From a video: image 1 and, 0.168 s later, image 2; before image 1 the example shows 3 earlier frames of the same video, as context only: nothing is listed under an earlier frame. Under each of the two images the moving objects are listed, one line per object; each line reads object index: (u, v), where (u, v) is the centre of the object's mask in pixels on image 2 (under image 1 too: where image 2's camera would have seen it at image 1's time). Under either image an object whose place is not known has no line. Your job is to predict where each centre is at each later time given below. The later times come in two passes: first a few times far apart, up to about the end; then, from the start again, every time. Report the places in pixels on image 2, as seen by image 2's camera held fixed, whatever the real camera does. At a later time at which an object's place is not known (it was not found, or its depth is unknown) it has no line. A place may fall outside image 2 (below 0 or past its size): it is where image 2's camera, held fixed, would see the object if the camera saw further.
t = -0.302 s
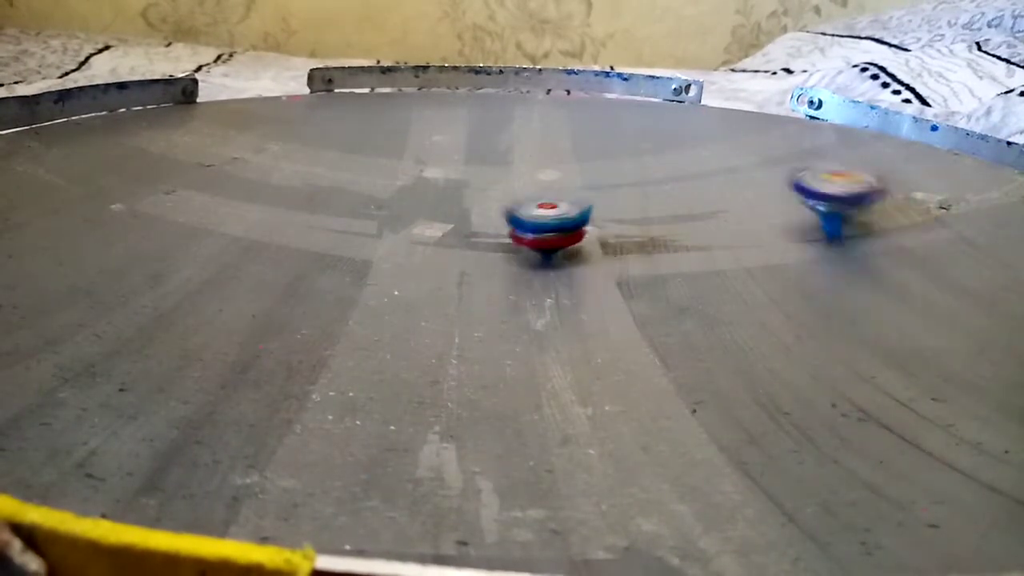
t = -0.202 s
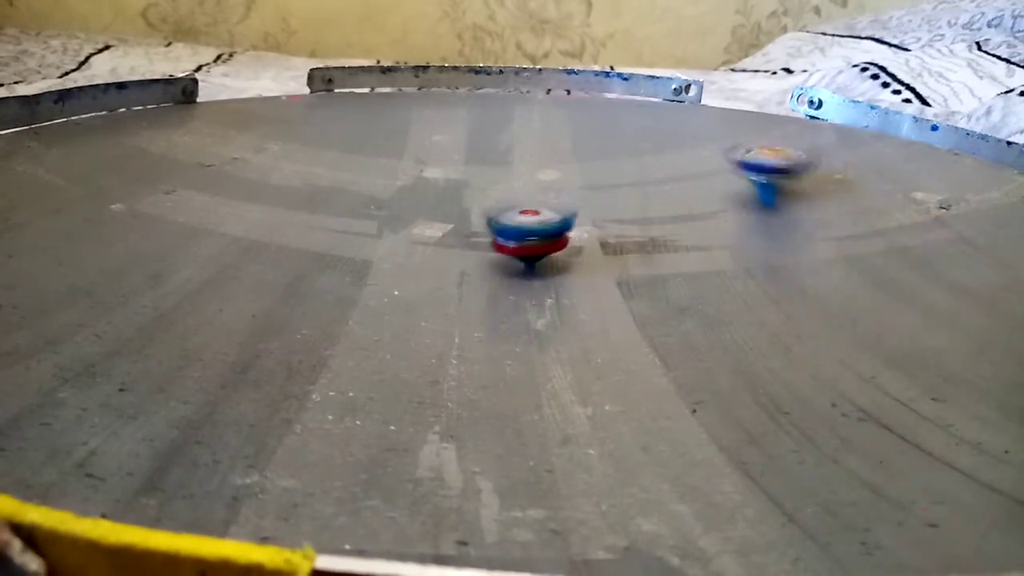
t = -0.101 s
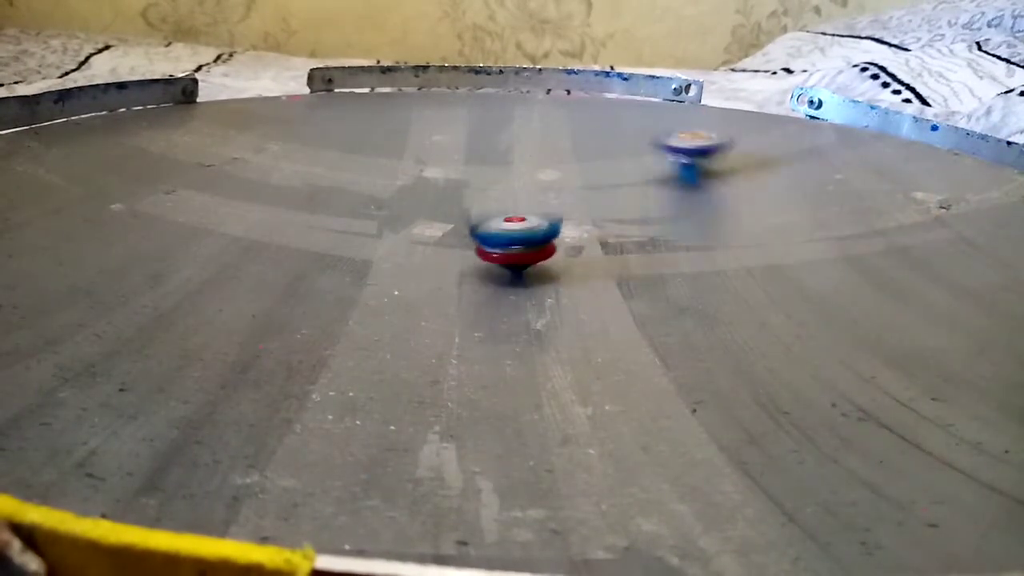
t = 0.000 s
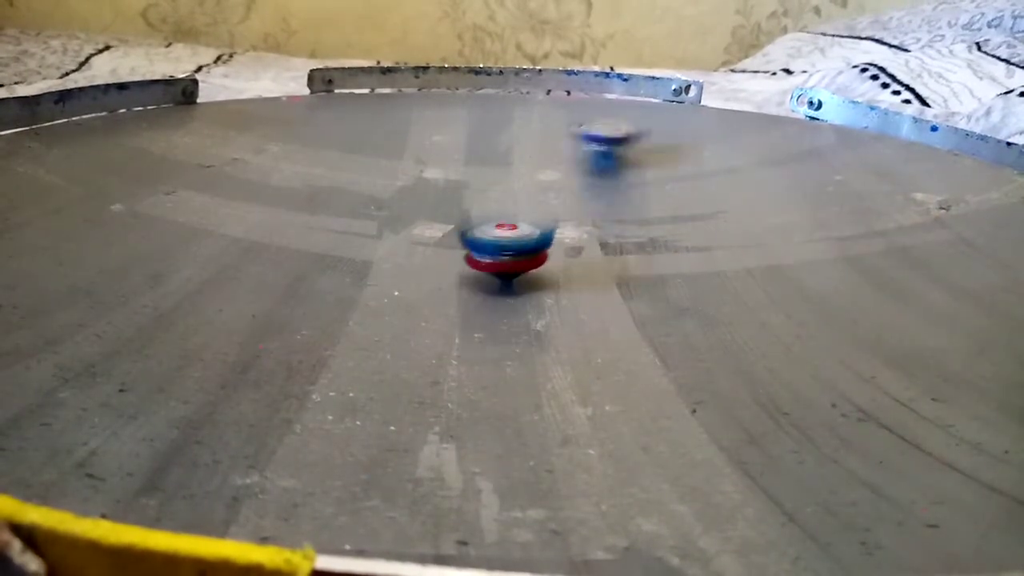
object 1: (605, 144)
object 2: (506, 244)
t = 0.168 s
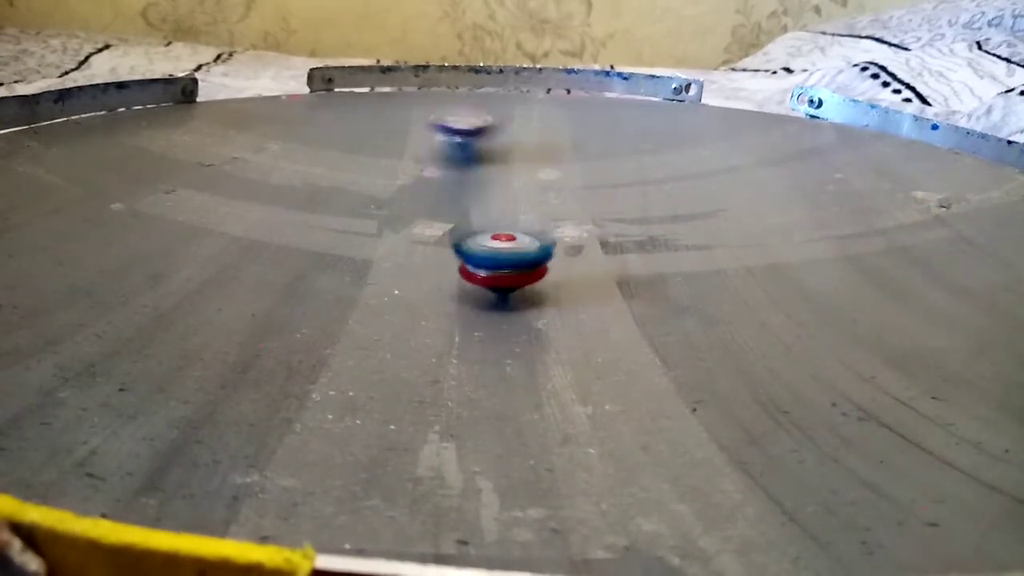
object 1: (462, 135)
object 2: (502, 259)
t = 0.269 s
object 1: (380, 139)
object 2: (516, 262)
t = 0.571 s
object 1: (219, 190)
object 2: (546, 261)
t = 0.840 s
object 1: (395, 296)
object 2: (529, 243)
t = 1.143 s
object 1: (858, 291)
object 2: (487, 221)
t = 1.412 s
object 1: (894, 205)
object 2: (454, 213)
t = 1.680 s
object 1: (663, 183)
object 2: (451, 213)
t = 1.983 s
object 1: (400, 179)
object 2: (500, 218)
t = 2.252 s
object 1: (207, 188)
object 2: (549, 218)
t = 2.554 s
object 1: (312, 269)
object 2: (583, 219)
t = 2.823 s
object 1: (642, 272)
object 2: (595, 215)
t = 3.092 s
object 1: (776, 206)
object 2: (568, 219)
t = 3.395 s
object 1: (667, 162)
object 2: (508, 228)
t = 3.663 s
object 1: (496, 170)
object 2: (483, 241)
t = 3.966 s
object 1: (329, 197)
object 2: (517, 251)
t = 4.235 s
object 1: (289, 249)
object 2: (551, 244)
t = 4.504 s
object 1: (502, 304)
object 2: (566, 232)
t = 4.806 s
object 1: (755, 269)
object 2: (566, 220)
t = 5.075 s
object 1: (750, 214)
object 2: (563, 212)
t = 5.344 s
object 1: (619, 185)
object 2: (558, 210)
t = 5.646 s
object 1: (457, 167)
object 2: (530, 214)
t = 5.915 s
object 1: (349, 176)
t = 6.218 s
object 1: (366, 222)
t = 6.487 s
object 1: (501, 265)
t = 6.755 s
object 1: (684, 281)
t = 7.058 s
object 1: (753, 253)
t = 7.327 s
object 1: (635, 232)
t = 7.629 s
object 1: (588, 212)
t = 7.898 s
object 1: (622, 212)
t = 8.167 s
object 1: (646, 231)
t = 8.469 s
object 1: (655, 230)
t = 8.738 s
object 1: (636, 227)
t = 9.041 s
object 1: (634, 228)
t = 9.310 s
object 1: (636, 231)
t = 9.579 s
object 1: (634, 229)
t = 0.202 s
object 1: (432, 138)
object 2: (506, 261)
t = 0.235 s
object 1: (407, 137)
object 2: (510, 262)
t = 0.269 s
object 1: (380, 139)
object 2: (516, 262)
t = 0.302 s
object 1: (354, 138)
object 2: (520, 263)
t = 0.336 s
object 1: (327, 142)
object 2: (523, 263)
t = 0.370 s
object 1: (306, 145)
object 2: (526, 264)
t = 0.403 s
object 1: (284, 148)
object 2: (532, 266)
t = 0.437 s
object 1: (264, 155)
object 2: (534, 265)
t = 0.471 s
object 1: (246, 164)
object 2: (538, 264)
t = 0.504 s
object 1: (233, 172)
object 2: (542, 264)
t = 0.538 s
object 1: (224, 182)
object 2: (544, 263)
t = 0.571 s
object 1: (219, 190)
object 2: (546, 261)
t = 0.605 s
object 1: (219, 200)
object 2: (546, 260)
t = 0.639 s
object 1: (223, 216)
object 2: (546, 258)
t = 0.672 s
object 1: (234, 229)
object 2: (545, 256)
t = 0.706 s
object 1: (253, 243)
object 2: (544, 251)
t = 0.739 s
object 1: (277, 257)
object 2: (541, 249)
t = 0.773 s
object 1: (310, 271)
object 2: (537, 247)
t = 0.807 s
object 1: (351, 283)
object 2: (533, 244)
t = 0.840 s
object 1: (395, 296)
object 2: (529, 243)
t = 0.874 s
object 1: (447, 304)
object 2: (525, 240)
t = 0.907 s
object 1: (500, 315)
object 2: (520, 237)
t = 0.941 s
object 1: (557, 318)
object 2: (517, 235)
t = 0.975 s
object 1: (613, 322)
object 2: (512, 234)
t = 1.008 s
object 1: (667, 316)
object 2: (508, 232)
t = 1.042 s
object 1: (729, 314)
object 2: (503, 230)
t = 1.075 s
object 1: (774, 312)
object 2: (498, 226)
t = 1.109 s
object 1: (818, 303)
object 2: (493, 224)
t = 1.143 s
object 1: (858, 291)
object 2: (487, 221)
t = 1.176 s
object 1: (889, 280)
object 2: (481, 221)
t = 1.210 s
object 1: (911, 269)
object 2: (478, 218)
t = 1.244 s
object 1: (930, 259)
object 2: (472, 218)
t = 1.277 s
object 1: (935, 245)
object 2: (468, 216)
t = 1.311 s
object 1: (935, 234)
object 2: (464, 215)
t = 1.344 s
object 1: (928, 223)
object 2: (462, 215)
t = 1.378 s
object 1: (913, 213)
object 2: (456, 214)
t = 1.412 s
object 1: (894, 205)
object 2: (454, 213)
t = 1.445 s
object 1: (871, 200)
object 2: (451, 213)
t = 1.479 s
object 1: (844, 194)
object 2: (451, 213)
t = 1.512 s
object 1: (819, 190)
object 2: (450, 212)
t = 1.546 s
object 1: (789, 188)
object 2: (449, 212)
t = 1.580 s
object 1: (758, 184)
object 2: (449, 212)
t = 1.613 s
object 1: (726, 184)
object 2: (449, 213)
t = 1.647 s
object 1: (693, 185)
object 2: (450, 213)
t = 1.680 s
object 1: (663, 183)
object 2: (451, 213)
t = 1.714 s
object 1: (633, 182)
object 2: (453, 213)
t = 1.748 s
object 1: (600, 181)
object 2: (456, 214)
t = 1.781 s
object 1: (569, 182)
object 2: (460, 215)
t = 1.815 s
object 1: (539, 184)
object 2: (465, 215)
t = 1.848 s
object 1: (509, 177)
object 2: (472, 215)
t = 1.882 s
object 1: (482, 173)
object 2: (478, 217)
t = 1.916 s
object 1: (452, 175)
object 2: (487, 219)
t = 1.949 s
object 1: (424, 179)
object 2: (494, 218)
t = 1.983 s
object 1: (400, 179)
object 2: (500, 218)
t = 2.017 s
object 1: (369, 178)
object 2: (506, 219)
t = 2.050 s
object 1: (342, 178)
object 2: (512, 219)
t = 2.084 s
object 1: (316, 178)
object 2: (518, 219)
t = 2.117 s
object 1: (287, 179)
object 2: (522, 219)
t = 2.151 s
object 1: (265, 179)
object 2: (529, 218)
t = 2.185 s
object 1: (243, 181)
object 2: (536, 218)
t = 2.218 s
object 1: (223, 184)
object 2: (543, 218)
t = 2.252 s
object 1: (207, 188)
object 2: (549, 218)
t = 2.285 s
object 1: (194, 194)
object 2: (555, 218)
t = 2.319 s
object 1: (183, 200)
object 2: (560, 218)
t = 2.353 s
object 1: (180, 209)
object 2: (565, 217)
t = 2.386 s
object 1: (183, 217)
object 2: (569, 217)
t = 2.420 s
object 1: (196, 228)
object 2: (571, 217)
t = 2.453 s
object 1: (214, 241)
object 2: (575, 218)
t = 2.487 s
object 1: (242, 251)
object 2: (578, 219)
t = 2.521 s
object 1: (273, 260)
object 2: (579, 218)
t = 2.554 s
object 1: (312, 269)
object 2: (583, 219)
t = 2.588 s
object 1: (355, 275)
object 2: (584, 220)
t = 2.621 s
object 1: (397, 282)
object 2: (587, 219)
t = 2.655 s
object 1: (447, 286)
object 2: (589, 219)
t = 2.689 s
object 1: (491, 286)
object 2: (592, 219)
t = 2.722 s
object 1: (532, 285)
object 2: (595, 219)
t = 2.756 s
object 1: (572, 283)
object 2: (595, 216)
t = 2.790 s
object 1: (609, 277)
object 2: (596, 216)
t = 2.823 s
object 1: (642, 272)
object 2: (595, 215)
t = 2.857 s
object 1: (672, 266)
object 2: (596, 220)
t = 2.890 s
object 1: (700, 257)
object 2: (593, 219)
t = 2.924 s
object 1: (723, 249)
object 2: (591, 219)
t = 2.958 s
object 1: (741, 240)
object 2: (589, 219)
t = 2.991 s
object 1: (755, 232)
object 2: (588, 218)
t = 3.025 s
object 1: (767, 223)
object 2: (582, 219)
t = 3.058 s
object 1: (773, 215)
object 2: (574, 220)
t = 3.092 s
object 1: (776, 206)
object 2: (568, 219)
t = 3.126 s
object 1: (778, 198)
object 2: (561, 220)
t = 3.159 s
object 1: (771, 191)
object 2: (555, 220)
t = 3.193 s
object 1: (764, 184)
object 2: (549, 222)
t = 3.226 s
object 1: (755, 179)
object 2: (543, 223)
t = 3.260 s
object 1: (740, 173)
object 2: (537, 223)
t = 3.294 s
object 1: (725, 169)
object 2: (528, 224)
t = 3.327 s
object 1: (709, 167)
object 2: (520, 225)
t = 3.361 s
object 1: (688, 163)
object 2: (513, 227)
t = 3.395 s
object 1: (667, 162)
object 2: (508, 228)
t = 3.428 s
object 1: (649, 162)
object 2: (502, 230)
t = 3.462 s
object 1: (626, 161)
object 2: (500, 231)
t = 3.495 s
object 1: (603, 162)
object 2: (495, 233)
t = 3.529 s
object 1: (580, 163)
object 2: (491, 234)
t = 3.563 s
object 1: (559, 164)
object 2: (488, 235)
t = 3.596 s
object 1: (539, 166)
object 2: (487, 236)
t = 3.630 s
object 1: (517, 168)
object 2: (484, 238)
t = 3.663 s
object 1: (496, 170)
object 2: (483, 241)
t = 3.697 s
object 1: (475, 171)
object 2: (485, 243)
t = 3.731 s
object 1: (455, 175)
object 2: (486, 245)
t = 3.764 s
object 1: (433, 176)
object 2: (488, 247)
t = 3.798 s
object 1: (414, 180)
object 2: (492, 248)
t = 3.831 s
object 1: (394, 182)
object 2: (495, 249)
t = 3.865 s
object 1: (377, 185)
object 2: (501, 249)
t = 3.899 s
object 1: (358, 189)
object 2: (505, 251)
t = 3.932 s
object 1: (342, 194)
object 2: (512, 251)
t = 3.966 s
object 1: (329, 197)
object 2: (517, 251)
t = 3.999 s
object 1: (315, 202)
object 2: (524, 252)
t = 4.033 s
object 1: (305, 208)
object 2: (529, 250)
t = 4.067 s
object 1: (294, 212)
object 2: (535, 250)
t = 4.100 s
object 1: (287, 219)
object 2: (540, 247)
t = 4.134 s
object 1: (281, 226)
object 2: (542, 246)
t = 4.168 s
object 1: (280, 233)
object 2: (545, 245)
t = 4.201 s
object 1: (283, 242)
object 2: (547, 246)
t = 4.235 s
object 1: (289, 249)
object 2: (551, 244)
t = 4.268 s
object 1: (301, 259)
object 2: (553, 244)
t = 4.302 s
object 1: (320, 268)
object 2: (556, 242)
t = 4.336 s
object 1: (345, 274)
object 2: (560, 241)
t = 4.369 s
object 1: (371, 284)
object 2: (563, 237)
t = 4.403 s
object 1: (396, 288)
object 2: (562, 237)
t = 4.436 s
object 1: (429, 296)
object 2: (565, 234)
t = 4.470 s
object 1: (465, 300)
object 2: (563, 234)
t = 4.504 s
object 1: (502, 304)
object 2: (566, 232)
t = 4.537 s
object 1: (537, 304)
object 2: (565, 229)
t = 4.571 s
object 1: (576, 303)
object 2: (566, 228)
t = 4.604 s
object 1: (610, 302)
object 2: (566, 228)
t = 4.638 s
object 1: (642, 299)
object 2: (566, 226)
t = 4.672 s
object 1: (672, 298)
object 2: (565, 226)
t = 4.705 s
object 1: (700, 290)
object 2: (568, 226)
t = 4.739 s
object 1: (724, 286)
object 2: (568, 223)
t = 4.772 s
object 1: (741, 277)
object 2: (567, 221)
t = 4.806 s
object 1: (755, 269)
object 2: (566, 220)
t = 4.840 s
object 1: (765, 263)
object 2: (567, 220)
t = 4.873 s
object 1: (773, 254)
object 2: (566, 218)
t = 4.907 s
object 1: (777, 248)
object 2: (563, 216)
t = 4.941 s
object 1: (776, 240)
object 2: (565, 215)
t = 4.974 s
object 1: (773, 233)
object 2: (563, 214)
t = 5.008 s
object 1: (768, 226)
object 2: (565, 213)
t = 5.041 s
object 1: (759, 220)
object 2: (561, 212)
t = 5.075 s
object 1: (750, 214)
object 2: (563, 212)
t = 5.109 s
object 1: (736, 209)
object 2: (561, 211)
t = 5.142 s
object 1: (723, 204)
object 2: (562, 212)
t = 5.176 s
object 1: (706, 200)
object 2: (563, 212)
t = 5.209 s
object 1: (691, 197)
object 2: (563, 211)
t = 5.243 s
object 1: (673, 192)
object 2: (563, 210)
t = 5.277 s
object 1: (655, 190)
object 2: (559, 210)
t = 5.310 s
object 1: (637, 186)
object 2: (561, 211)
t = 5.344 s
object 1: (619, 185)
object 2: (558, 210)
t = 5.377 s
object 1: (604, 178)
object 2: (557, 210)
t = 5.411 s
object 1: (584, 173)
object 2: (553, 212)
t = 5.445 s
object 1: (565, 172)
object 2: (553, 212)
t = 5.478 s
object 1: (547, 170)
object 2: (550, 212)
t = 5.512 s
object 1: (529, 171)
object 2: (545, 213)
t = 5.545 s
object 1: (511, 169)
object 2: (545, 212)
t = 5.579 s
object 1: (494, 170)
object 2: (540, 212)
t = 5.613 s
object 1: (475, 168)
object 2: (536, 214)
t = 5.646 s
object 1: (457, 167)
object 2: (530, 214)
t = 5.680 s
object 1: (442, 167)
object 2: (528, 213)
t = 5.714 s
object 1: (423, 167)
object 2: (523, 214)
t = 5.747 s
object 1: (410, 167)
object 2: (518, 215)
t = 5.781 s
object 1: (395, 167)
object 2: (513, 216)
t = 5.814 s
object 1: (382, 168)
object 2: (507, 217)
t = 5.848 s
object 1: (370, 169)
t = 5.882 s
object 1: (359, 173)
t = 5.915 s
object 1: (349, 176)
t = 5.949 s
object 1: (343, 180)
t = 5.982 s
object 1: (336, 184)
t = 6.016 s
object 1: (333, 189)
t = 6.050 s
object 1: (333, 194)
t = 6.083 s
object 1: (336, 201)
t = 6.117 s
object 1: (340, 204)
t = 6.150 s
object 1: (347, 212)
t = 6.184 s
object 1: (356, 218)
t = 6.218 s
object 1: (366, 222)
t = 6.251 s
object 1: (377, 229)
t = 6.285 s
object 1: (393, 234)
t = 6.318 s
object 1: (408, 239)
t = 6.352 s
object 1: (425, 246)
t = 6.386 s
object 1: (443, 252)
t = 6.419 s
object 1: (461, 256)
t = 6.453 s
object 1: (478, 260)
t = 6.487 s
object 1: (501, 265)
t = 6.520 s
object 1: (524, 269)
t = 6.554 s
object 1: (541, 271)
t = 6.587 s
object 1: (566, 277)
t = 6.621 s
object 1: (590, 279)
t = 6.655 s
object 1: (614, 280)
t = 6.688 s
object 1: (634, 279)
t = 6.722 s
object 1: (665, 284)
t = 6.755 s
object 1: (684, 281)
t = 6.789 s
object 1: (704, 283)
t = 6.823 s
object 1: (725, 278)
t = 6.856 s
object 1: (739, 277)
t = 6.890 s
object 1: (750, 273)
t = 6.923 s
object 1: (759, 270)
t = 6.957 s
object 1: (764, 265)
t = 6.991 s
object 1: (765, 260)
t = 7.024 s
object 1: (759, 257)
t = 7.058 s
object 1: (753, 253)
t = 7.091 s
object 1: (742, 250)
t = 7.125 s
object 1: (730, 246)
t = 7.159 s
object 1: (714, 243)
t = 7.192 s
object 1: (697, 241)
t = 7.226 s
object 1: (683, 238)
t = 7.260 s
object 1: (666, 236)
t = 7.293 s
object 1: (646, 234)
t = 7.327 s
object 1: (635, 232)
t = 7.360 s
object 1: (633, 230)
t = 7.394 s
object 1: (631, 227)
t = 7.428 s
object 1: (629, 226)
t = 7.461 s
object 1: (625, 222)
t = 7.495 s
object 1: (621, 220)
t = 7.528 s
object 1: (615, 217)
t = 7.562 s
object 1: (607, 215)
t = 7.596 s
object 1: (597, 213)
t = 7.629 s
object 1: (588, 212)
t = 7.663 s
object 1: (579, 211)
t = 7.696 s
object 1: (586, 213)
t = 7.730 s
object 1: (598, 216)
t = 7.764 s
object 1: (610, 213)
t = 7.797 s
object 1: (617, 210)
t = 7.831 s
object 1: (620, 211)
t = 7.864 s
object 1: (621, 210)
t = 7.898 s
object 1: (622, 212)
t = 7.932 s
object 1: (626, 215)
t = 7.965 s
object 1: (628, 218)
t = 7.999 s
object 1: (630, 220)
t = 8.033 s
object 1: (632, 223)
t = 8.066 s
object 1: (634, 225)
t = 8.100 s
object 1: (637, 228)
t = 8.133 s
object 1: (642, 230)
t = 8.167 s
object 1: (646, 231)
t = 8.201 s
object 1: (650, 230)
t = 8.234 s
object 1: (657, 231)
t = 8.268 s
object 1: (661, 232)
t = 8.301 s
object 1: (666, 232)
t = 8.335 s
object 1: (667, 231)
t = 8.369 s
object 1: (666, 232)
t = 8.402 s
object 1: (662, 232)
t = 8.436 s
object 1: (658, 231)
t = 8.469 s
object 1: (655, 230)
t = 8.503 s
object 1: (652, 229)
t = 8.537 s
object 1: (648, 229)
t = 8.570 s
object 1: (645, 230)
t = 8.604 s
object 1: (642, 230)
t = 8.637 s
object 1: (639, 230)
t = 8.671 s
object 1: (637, 229)
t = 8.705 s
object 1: (637, 228)
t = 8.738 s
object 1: (636, 227)
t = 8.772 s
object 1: (636, 226)
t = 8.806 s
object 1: (637, 226)
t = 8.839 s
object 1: (637, 225)
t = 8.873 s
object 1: (637, 225)
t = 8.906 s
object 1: (637, 226)
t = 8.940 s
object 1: (636, 226)
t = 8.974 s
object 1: (634, 226)
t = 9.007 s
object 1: (634, 228)
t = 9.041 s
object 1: (634, 228)
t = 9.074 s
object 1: (635, 229)
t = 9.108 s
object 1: (635, 230)
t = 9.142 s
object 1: (636, 230)
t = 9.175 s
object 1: (635, 230)
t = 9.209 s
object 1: (635, 230)
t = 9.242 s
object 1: (636, 230)
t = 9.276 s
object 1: (636, 231)
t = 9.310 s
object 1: (636, 231)
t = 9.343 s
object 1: (635, 230)
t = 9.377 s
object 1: (635, 230)
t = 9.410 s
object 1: (634, 229)
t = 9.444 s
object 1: (634, 229)
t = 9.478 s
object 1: (634, 229)
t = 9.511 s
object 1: (634, 230)
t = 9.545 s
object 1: (634, 230)
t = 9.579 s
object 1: (634, 229)
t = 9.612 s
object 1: (633, 229)
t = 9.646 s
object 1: (633, 229)
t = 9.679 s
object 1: (633, 229)
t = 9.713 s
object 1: (633, 229)
